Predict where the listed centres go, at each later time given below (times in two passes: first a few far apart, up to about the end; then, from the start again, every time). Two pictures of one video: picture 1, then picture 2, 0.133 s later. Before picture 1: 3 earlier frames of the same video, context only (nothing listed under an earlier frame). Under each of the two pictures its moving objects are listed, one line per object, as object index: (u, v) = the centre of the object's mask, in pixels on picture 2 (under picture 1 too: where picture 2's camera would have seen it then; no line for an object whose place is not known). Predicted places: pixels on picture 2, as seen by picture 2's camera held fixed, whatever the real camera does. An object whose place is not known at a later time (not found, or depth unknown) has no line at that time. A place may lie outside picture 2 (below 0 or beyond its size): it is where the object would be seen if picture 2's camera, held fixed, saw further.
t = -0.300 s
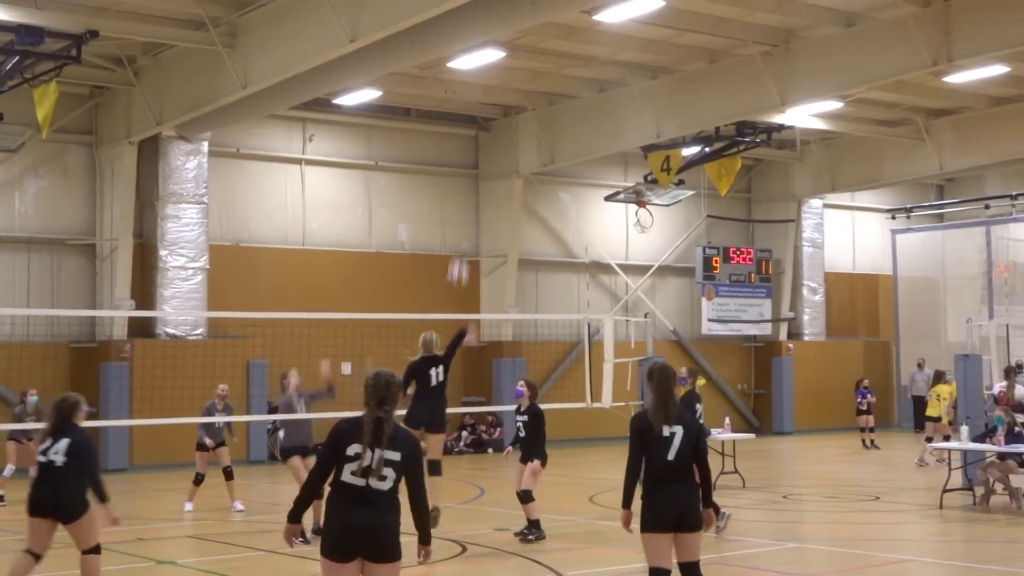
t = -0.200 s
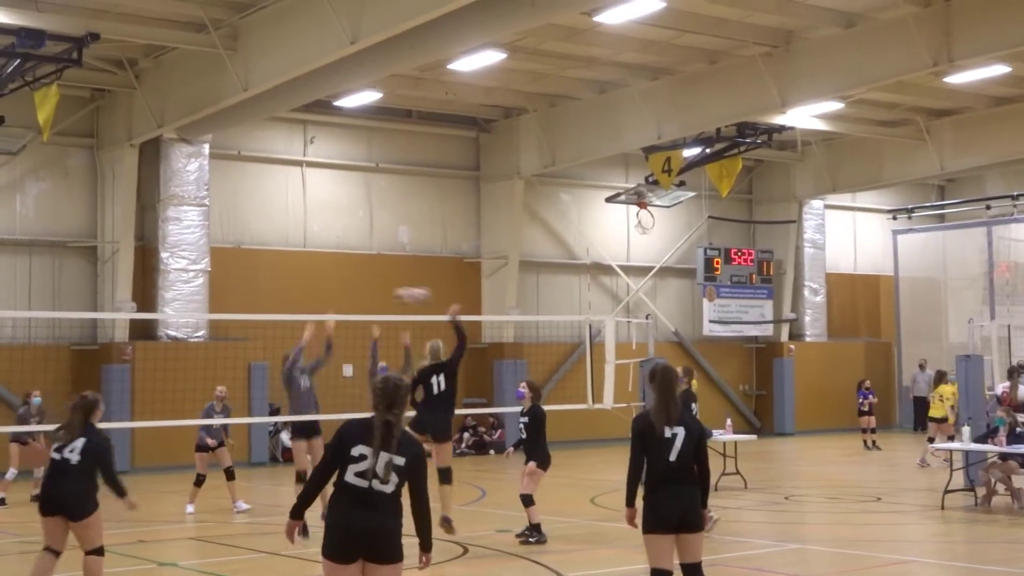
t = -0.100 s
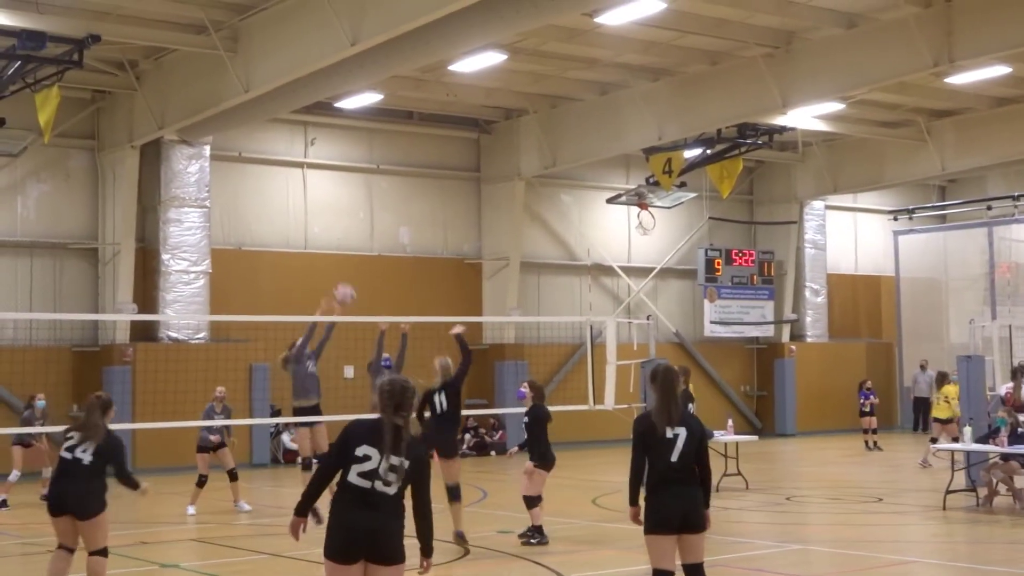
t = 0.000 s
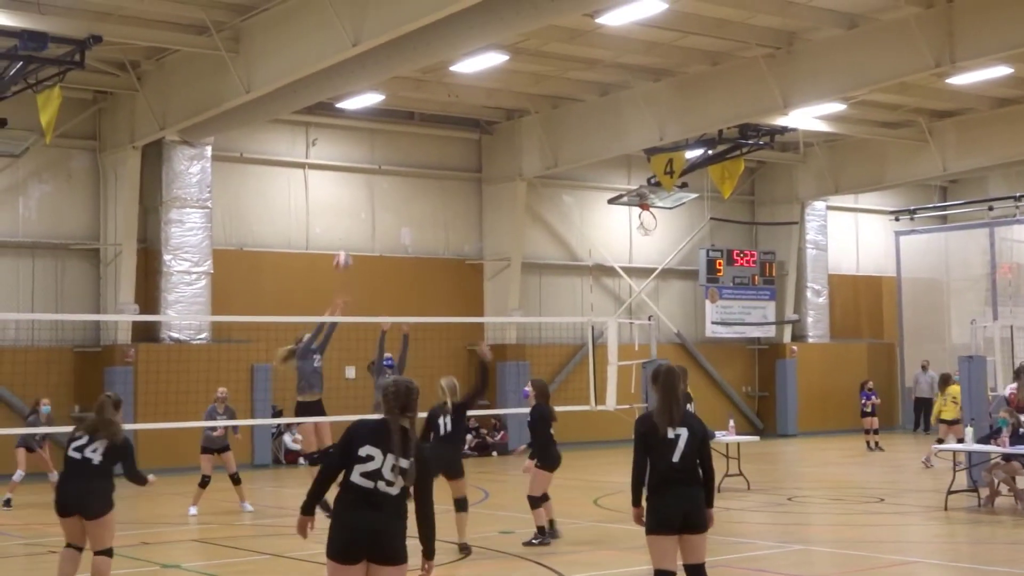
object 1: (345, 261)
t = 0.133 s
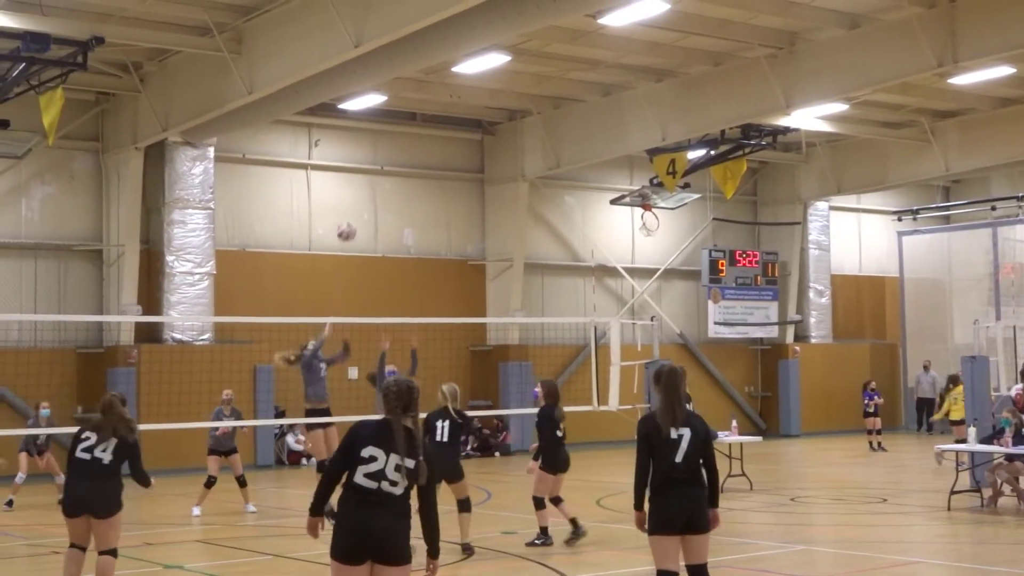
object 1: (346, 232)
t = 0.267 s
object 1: (347, 217)
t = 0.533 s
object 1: (348, 236)
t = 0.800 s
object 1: (350, 311)
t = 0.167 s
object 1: (346, 226)
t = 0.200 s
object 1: (346, 222)
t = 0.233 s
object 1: (346, 220)
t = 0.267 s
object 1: (347, 217)
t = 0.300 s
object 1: (347, 216)
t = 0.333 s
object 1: (347, 216)
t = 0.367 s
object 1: (347, 217)
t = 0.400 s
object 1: (347, 219)
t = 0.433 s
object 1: (347, 222)
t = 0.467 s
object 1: (347, 226)
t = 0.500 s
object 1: (347, 232)
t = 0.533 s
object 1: (348, 236)
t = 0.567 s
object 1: (348, 243)
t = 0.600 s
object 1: (349, 249)
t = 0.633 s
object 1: (348, 259)
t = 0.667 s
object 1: (349, 268)
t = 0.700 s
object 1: (349, 278)
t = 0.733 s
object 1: (349, 289)
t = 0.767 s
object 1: (350, 302)
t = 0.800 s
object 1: (350, 311)
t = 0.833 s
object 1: (350, 330)
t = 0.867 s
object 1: (351, 344)
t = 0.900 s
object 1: (350, 363)
